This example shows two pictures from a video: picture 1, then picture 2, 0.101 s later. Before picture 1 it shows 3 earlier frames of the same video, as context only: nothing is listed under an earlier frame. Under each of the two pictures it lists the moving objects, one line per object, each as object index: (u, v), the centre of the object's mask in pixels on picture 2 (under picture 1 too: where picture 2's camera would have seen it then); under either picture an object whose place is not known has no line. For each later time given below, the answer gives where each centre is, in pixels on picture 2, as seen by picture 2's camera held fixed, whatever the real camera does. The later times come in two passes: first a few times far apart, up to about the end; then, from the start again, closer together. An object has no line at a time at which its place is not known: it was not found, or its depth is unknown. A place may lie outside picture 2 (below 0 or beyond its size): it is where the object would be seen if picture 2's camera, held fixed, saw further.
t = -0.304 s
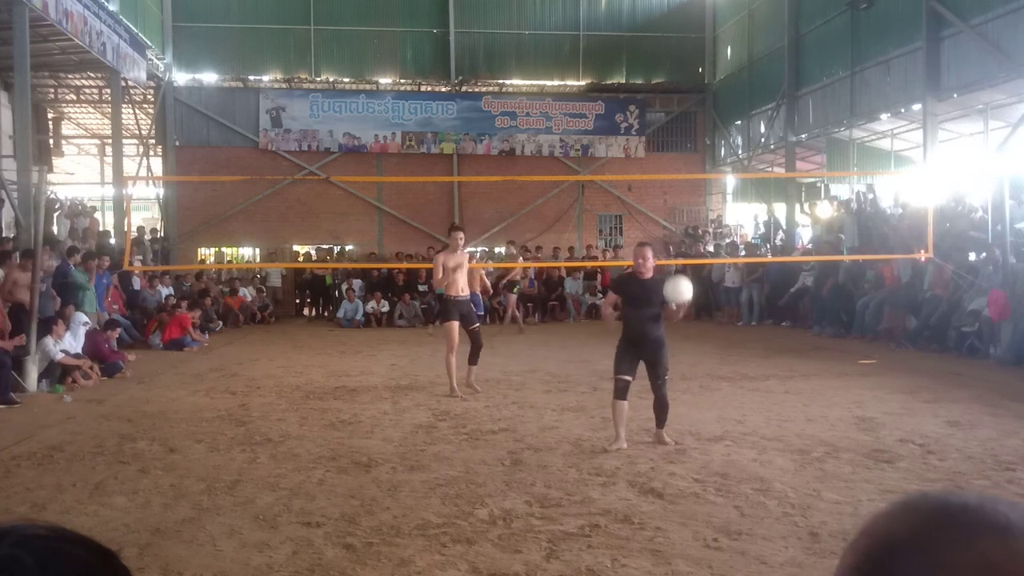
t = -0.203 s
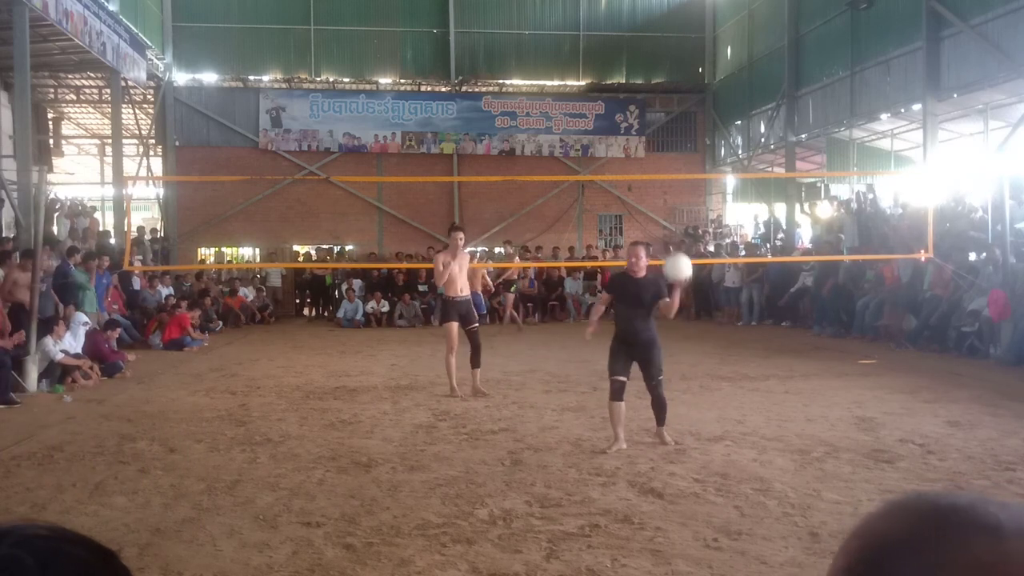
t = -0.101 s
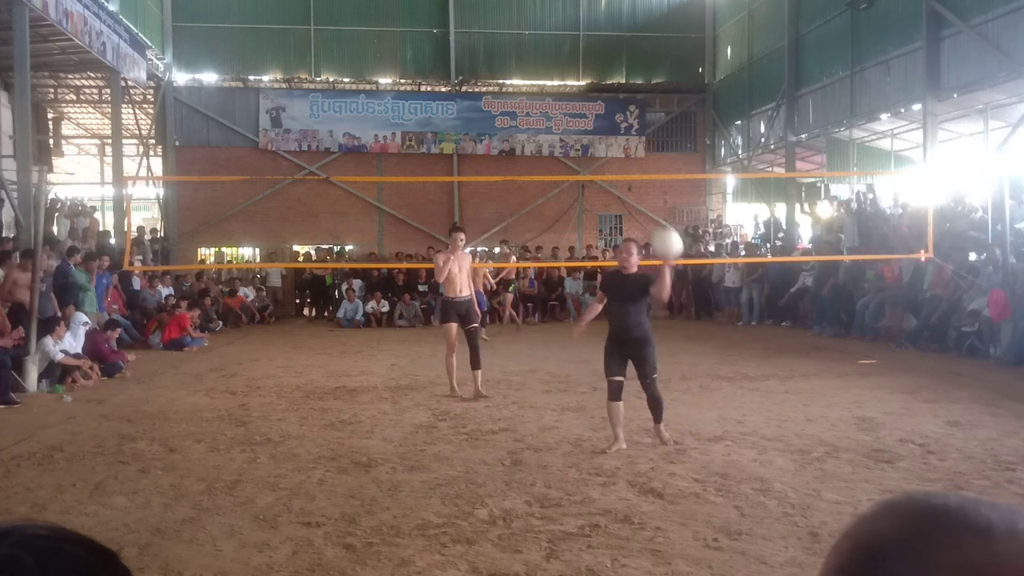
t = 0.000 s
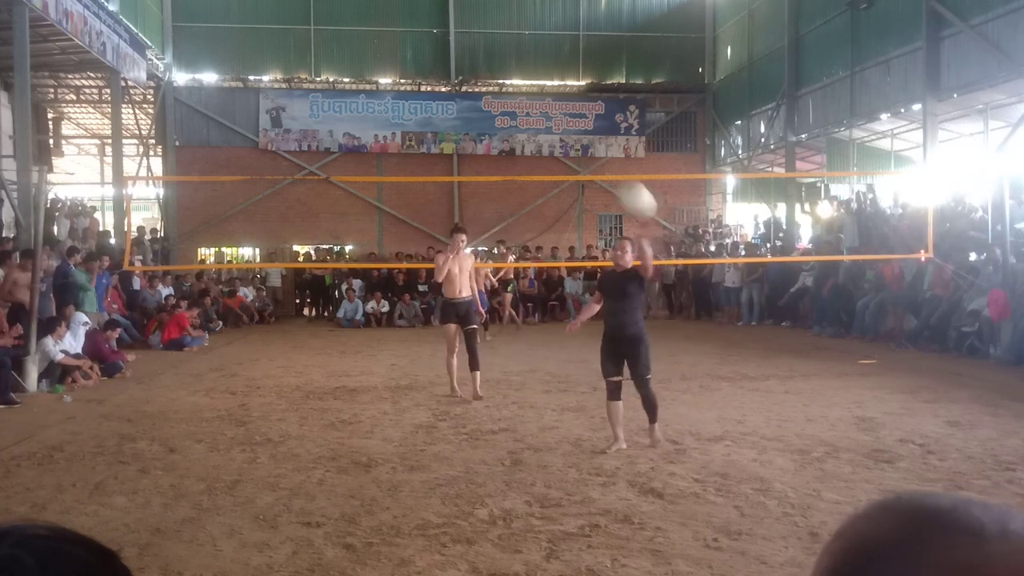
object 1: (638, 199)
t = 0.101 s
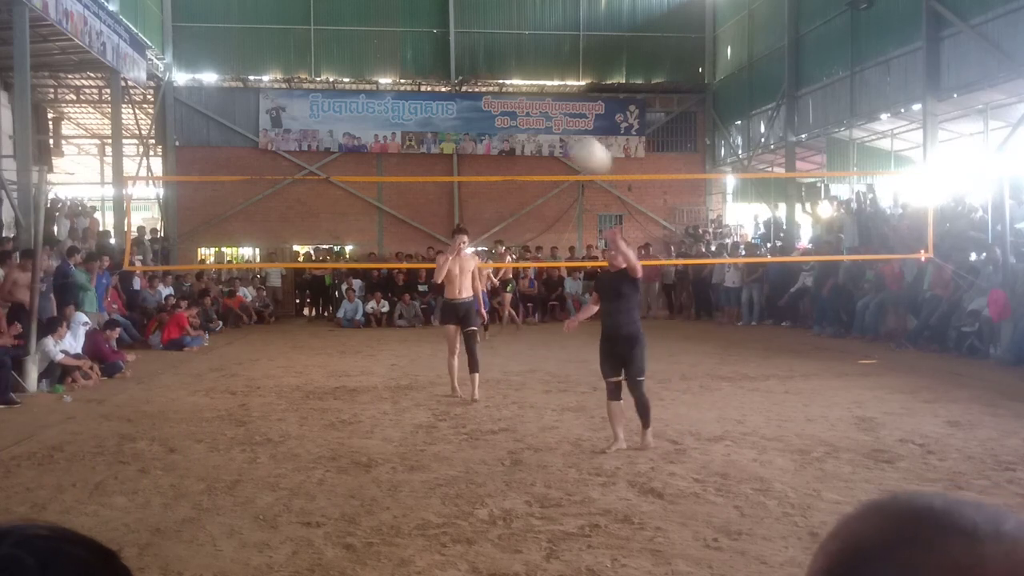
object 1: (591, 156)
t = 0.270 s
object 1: (494, 99)
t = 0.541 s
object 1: (254, 88)
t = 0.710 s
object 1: (19, 189)
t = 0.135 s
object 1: (575, 144)
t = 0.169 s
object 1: (557, 131)
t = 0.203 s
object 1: (538, 119)
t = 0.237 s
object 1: (517, 109)
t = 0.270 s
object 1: (494, 99)
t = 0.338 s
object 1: (448, 83)
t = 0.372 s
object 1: (423, 78)
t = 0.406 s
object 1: (391, 74)
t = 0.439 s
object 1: (361, 74)
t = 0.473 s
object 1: (328, 75)
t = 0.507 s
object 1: (295, 80)
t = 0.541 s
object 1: (254, 88)
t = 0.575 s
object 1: (211, 102)
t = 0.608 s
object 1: (173, 114)
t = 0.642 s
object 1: (110, 134)
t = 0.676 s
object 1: (41, 165)
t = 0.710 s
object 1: (19, 189)
